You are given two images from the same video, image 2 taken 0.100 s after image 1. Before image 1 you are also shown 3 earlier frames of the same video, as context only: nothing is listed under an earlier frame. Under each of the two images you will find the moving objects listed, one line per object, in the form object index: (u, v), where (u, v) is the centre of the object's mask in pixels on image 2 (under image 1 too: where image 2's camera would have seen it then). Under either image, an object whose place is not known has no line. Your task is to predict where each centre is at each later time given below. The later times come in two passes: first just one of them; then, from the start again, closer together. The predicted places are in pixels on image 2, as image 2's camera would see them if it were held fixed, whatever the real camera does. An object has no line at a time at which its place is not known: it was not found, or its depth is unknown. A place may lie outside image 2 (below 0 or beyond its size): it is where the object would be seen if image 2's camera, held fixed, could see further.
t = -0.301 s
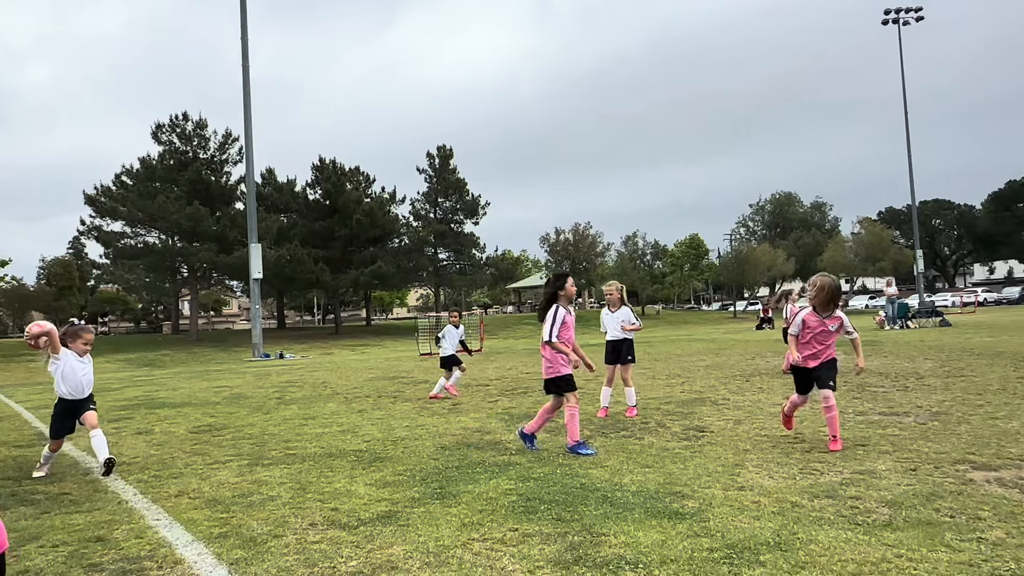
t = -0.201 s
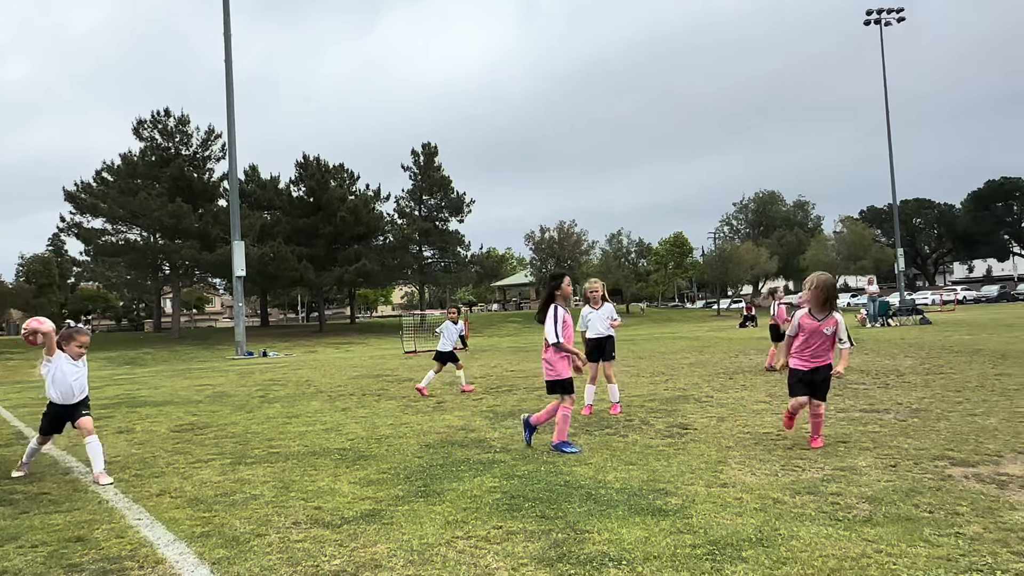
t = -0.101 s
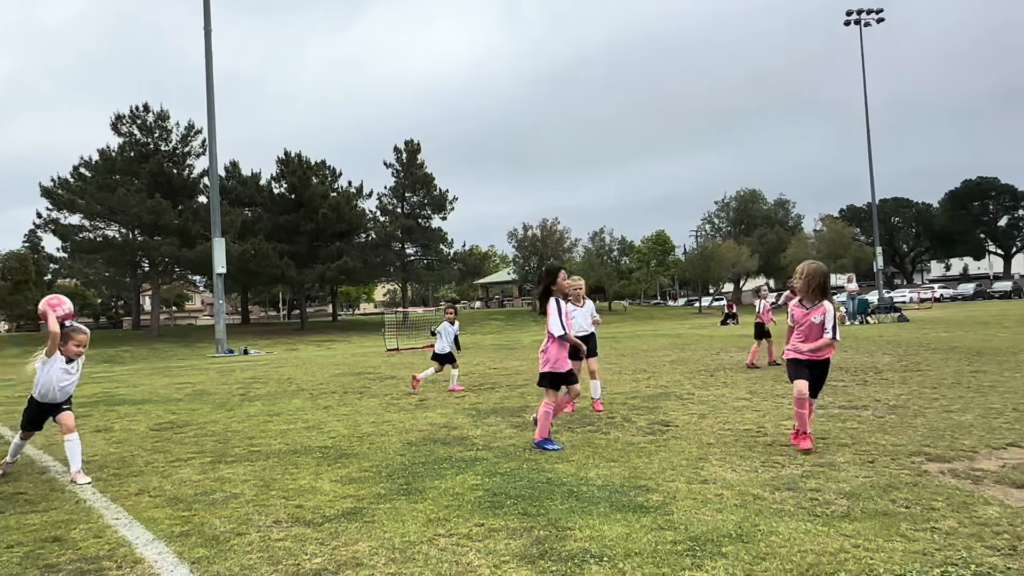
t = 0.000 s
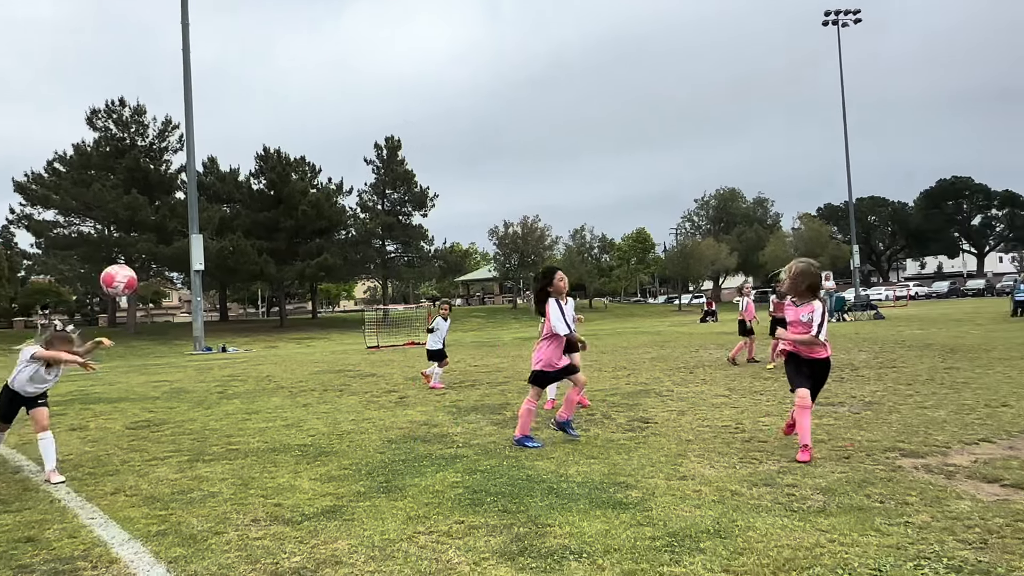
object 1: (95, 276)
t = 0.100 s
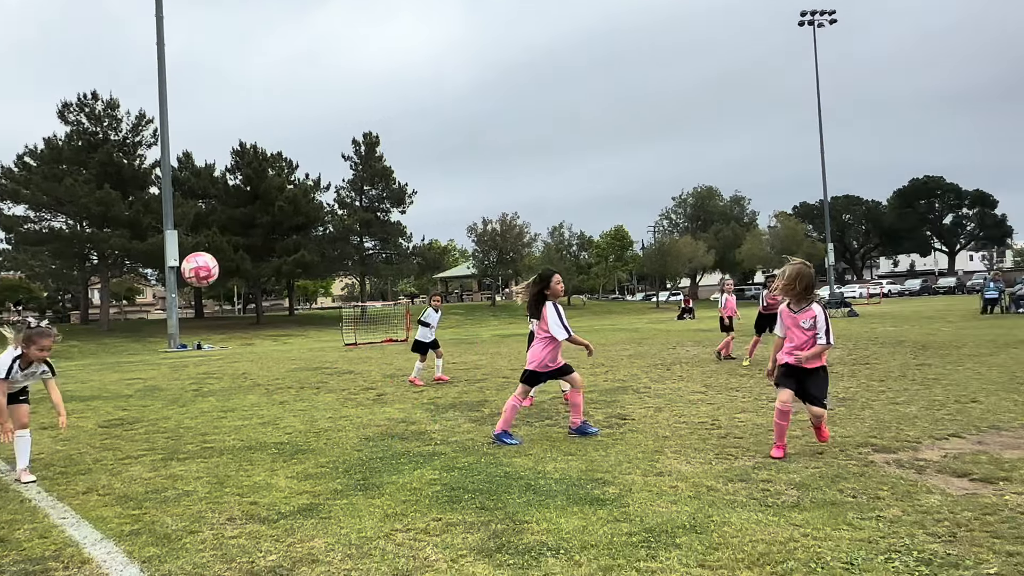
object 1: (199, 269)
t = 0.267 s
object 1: (400, 297)
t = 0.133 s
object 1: (237, 271)
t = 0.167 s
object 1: (276, 274)
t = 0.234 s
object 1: (357, 287)
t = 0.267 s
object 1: (400, 297)
